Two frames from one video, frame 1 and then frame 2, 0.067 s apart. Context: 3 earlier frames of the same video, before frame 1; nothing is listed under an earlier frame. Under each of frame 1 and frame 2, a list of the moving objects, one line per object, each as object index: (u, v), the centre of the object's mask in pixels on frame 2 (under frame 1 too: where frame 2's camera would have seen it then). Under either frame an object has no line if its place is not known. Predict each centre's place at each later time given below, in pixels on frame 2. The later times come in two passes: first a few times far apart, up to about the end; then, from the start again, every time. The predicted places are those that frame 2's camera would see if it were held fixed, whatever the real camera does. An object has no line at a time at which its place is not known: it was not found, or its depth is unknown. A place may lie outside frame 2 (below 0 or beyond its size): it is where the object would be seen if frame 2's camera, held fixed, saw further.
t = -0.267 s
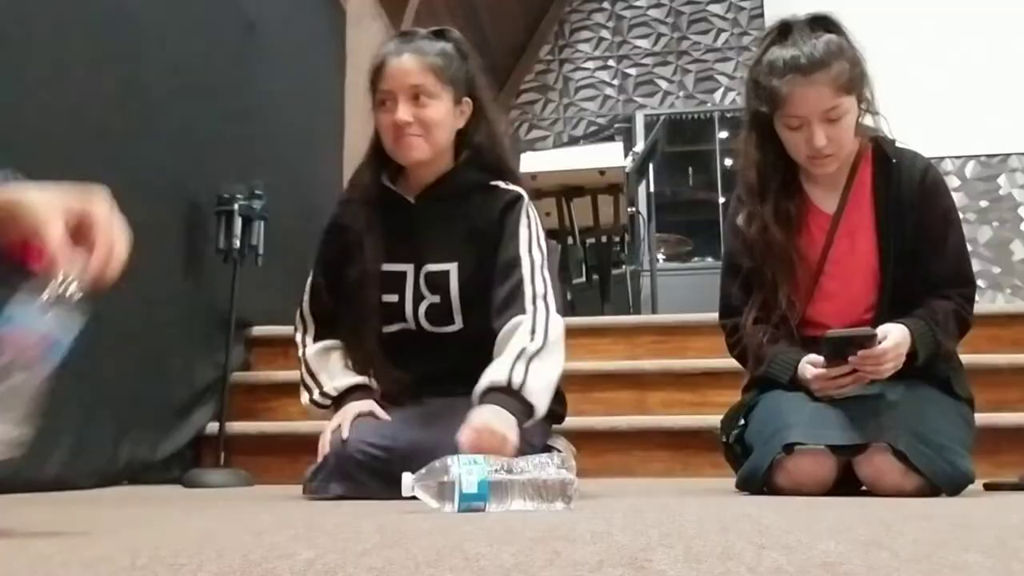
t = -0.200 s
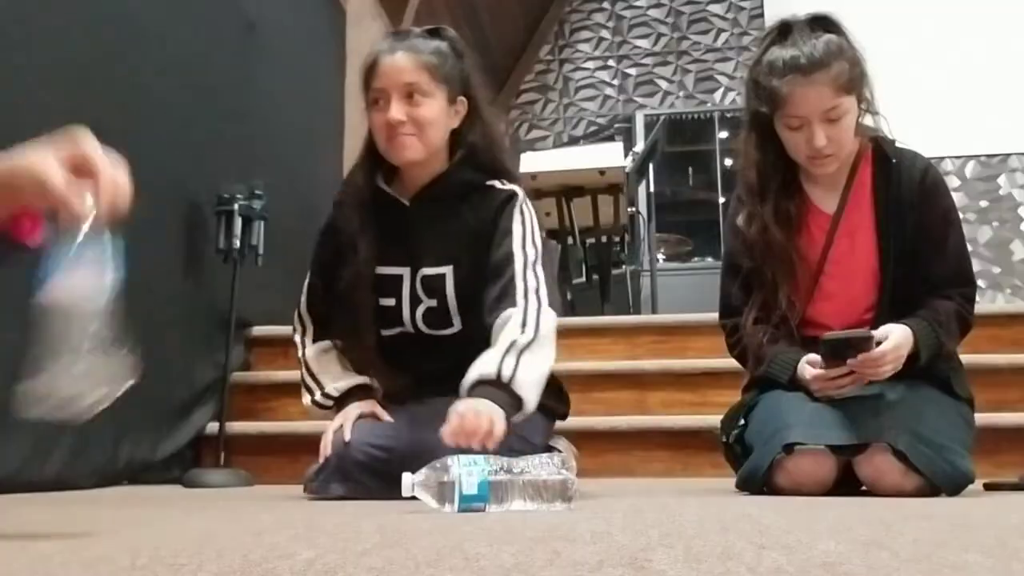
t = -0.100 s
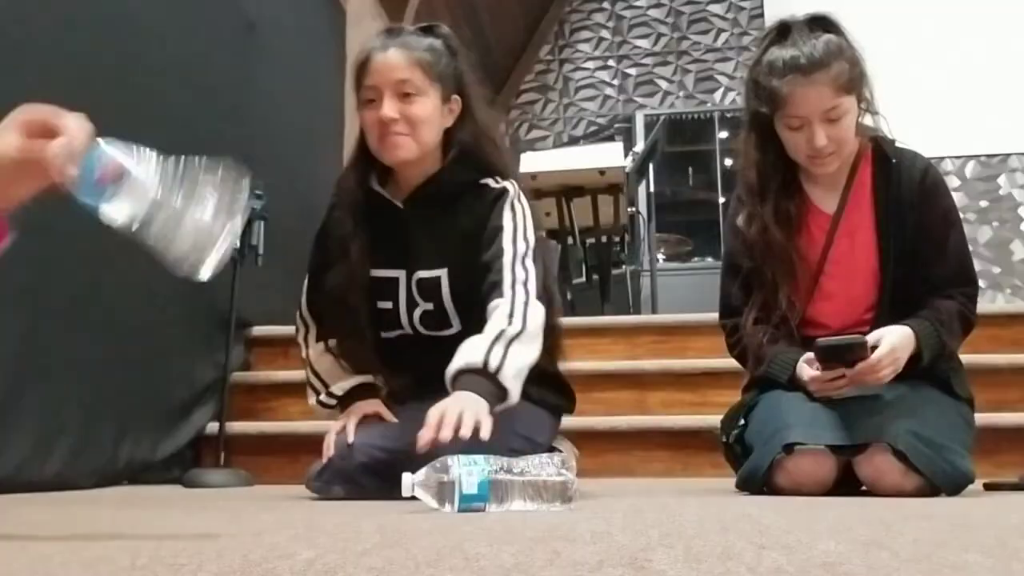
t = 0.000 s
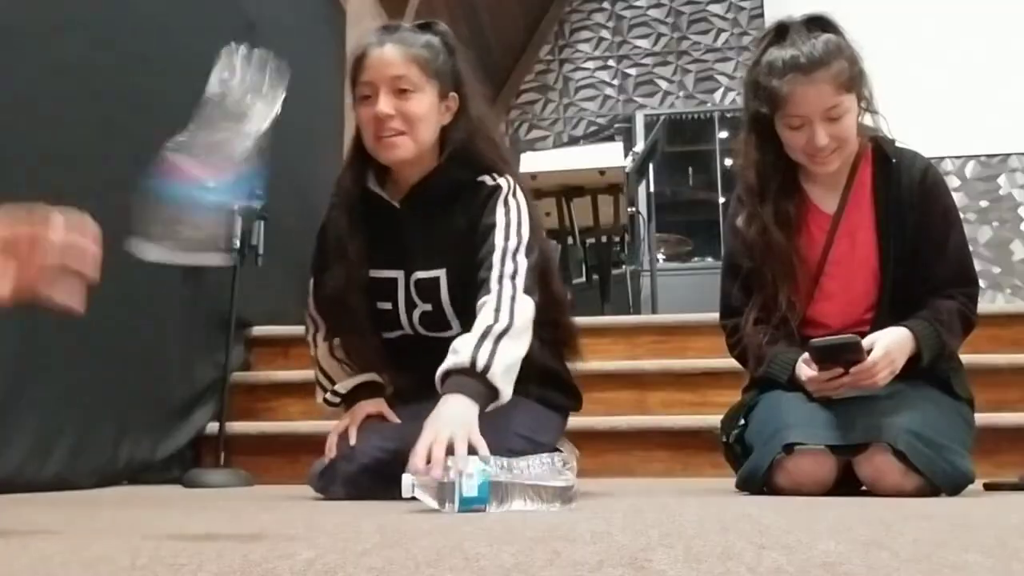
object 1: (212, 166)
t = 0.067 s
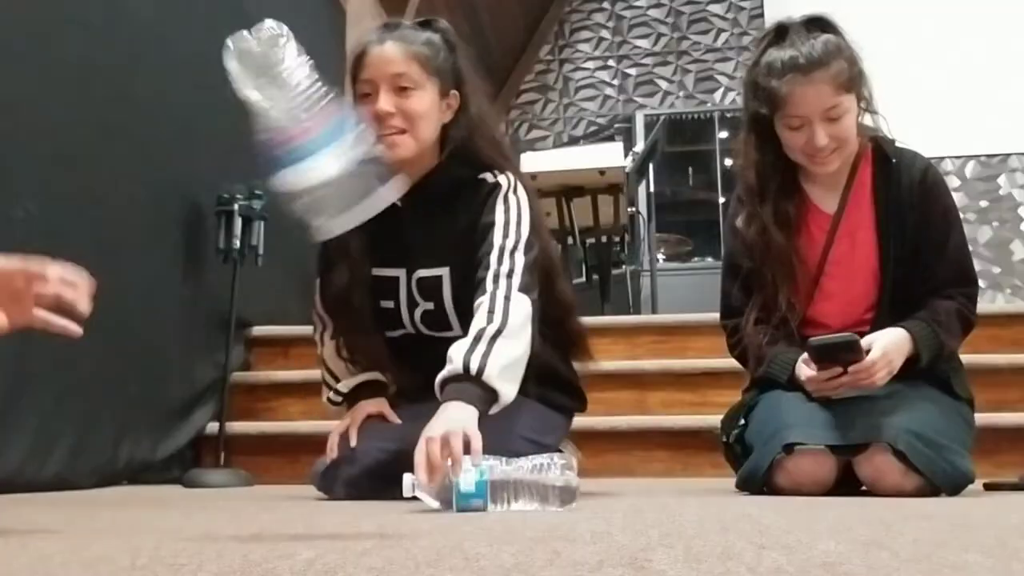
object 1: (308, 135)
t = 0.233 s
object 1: (351, 163)
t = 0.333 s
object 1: (342, 394)
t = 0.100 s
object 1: (341, 109)
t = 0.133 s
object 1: (361, 85)
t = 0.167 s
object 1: (359, 92)
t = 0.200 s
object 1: (356, 117)
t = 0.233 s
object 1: (351, 163)
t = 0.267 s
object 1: (349, 233)
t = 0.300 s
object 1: (350, 313)
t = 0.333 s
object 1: (342, 394)
